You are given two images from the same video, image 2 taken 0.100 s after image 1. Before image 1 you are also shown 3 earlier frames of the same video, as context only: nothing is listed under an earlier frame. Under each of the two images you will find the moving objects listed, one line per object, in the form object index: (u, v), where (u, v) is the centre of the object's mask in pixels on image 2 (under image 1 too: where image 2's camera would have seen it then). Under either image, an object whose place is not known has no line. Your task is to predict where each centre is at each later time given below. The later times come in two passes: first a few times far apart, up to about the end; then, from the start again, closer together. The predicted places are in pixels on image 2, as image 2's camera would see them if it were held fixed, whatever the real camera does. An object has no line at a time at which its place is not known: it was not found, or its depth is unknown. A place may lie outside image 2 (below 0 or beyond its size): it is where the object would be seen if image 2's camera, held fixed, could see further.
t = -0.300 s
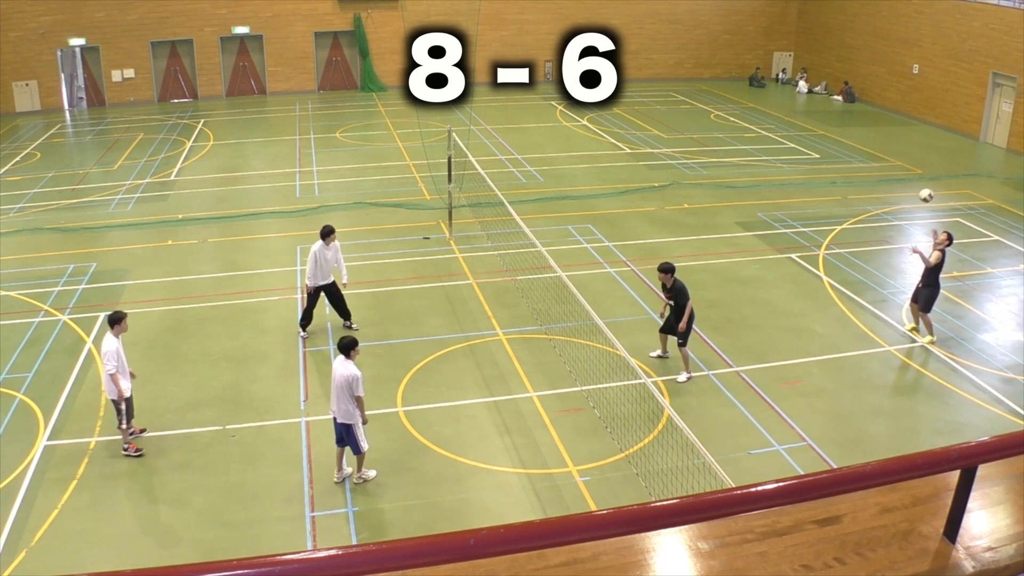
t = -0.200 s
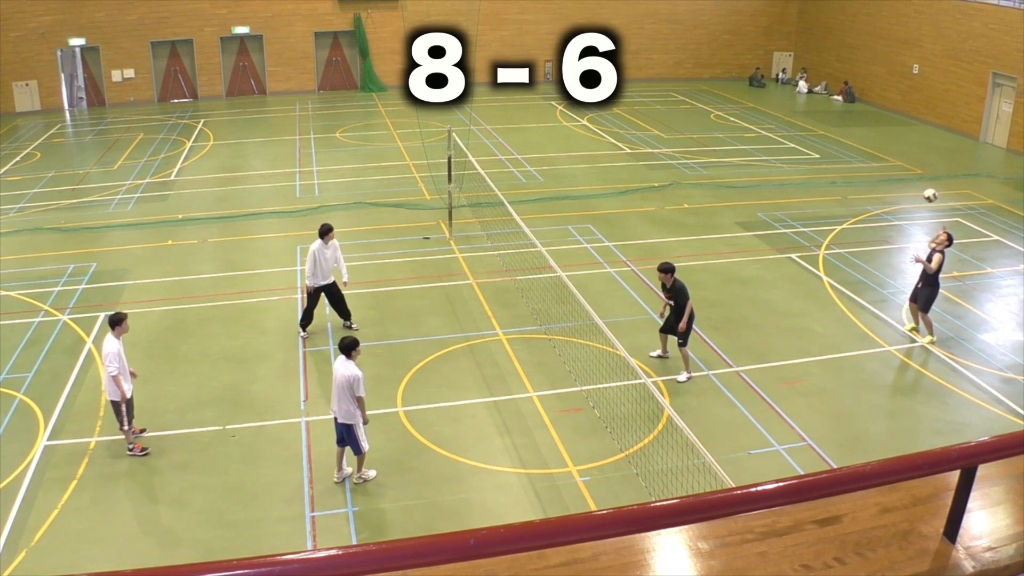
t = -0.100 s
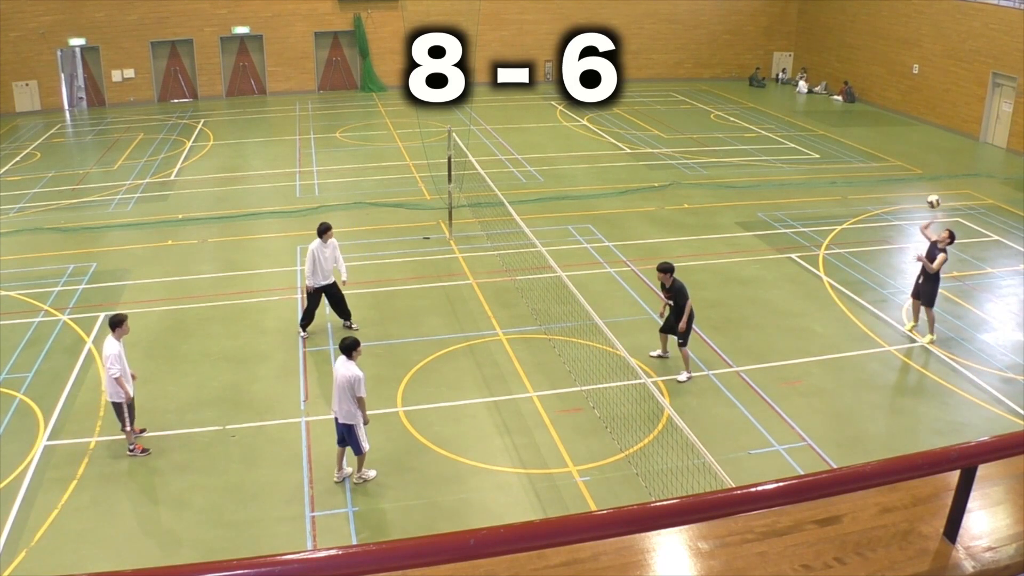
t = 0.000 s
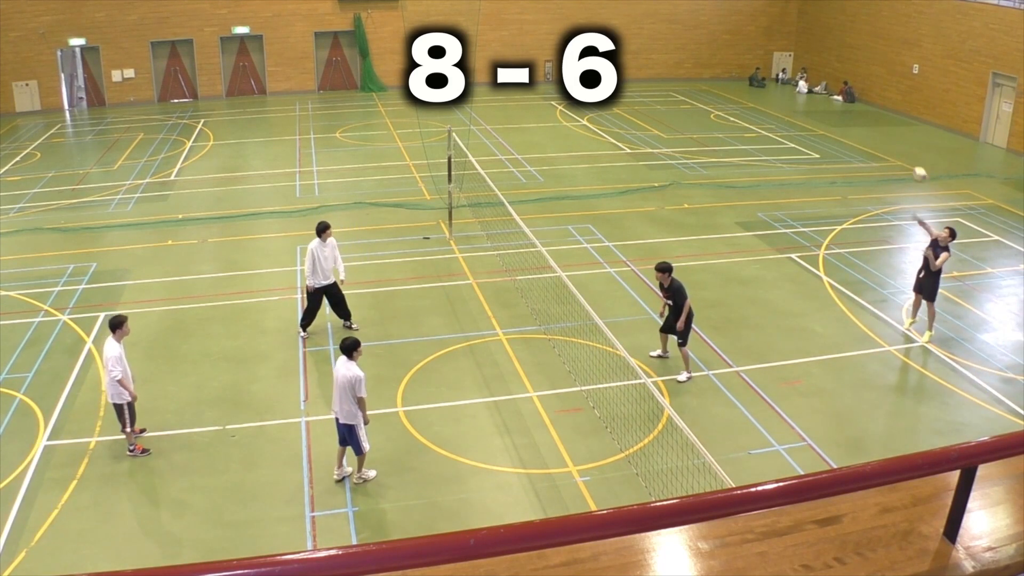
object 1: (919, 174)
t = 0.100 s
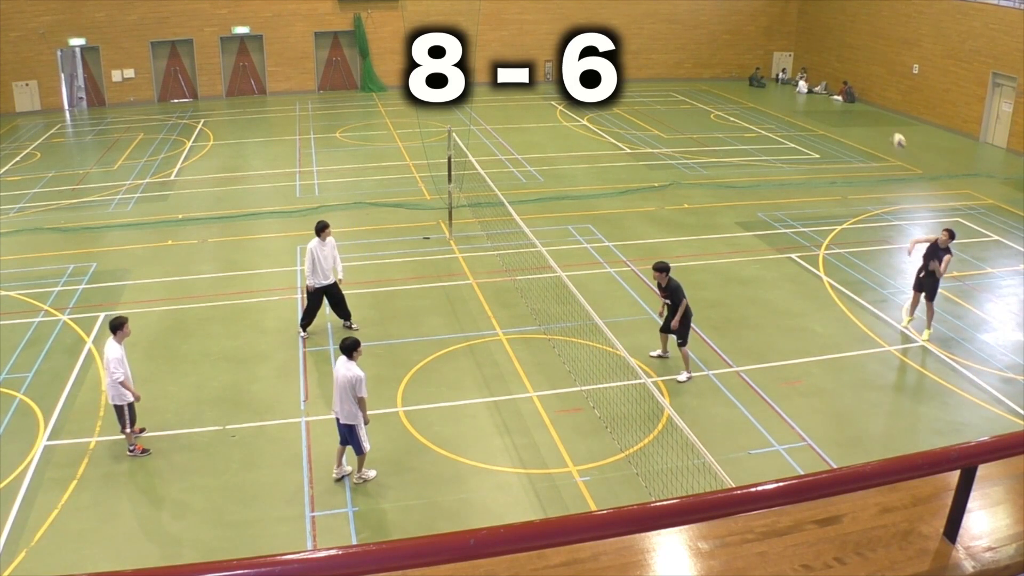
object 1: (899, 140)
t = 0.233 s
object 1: (865, 104)
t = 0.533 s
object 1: (777, 64)
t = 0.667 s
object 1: (731, 70)
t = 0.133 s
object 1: (890, 131)
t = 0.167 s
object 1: (881, 121)
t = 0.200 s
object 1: (873, 112)
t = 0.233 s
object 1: (865, 104)
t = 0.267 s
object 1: (856, 97)
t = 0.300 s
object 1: (848, 92)
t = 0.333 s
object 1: (836, 85)
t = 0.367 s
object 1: (828, 79)
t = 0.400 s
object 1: (818, 74)
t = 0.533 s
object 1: (777, 64)
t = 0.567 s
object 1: (765, 65)
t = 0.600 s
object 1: (753, 65)
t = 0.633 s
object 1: (743, 67)
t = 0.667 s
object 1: (731, 70)
